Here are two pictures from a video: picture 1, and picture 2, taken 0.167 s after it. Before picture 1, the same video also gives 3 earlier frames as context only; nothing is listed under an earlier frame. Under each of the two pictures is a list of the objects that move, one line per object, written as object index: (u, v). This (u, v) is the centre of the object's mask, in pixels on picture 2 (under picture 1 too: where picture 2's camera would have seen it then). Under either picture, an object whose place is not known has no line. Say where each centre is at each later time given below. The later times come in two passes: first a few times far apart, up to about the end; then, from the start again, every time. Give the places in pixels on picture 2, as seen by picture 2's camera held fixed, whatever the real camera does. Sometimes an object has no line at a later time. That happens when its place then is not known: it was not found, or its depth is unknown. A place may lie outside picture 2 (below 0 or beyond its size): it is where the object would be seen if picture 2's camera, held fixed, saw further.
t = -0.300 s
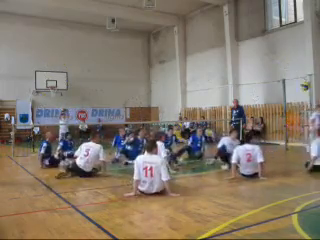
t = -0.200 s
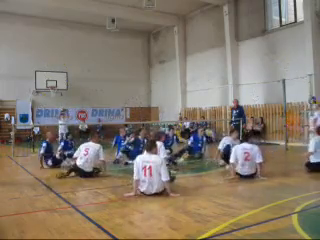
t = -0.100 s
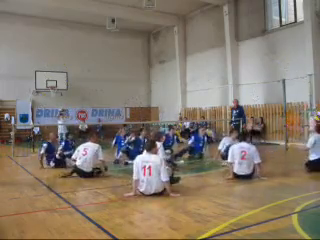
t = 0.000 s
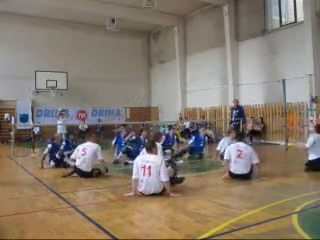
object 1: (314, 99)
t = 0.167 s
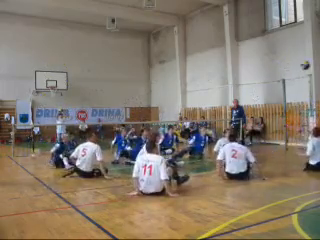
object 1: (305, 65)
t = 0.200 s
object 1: (303, 60)
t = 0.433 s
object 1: (290, 34)
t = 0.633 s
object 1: (279, 30)
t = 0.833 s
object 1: (267, 43)
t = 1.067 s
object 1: (254, 84)
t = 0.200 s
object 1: (303, 60)
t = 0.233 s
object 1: (301, 55)
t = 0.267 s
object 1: (300, 50)
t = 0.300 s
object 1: (298, 46)
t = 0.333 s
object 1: (296, 42)
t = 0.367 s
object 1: (294, 39)
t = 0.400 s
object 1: (292, 36)
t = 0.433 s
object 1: (290, 34)
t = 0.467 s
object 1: (288, 32)
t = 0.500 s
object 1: (286, 31)
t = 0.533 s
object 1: (284, 30)
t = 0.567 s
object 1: (282, 29)
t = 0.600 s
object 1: (281, 29)
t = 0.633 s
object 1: (279, 30)
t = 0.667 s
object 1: (277, 30)
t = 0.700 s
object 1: (276, 31)
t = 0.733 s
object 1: (274, 34)
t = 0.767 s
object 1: (272, 36)
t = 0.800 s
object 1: (269, 40)
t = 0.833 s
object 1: (267, 43)
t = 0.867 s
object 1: (265, 47)
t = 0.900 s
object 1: (263, 52)
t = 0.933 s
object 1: (262, 57)
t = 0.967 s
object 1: (259, 63)
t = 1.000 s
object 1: (258, 70)
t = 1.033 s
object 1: (256, 77)
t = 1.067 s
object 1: (254, 84)
